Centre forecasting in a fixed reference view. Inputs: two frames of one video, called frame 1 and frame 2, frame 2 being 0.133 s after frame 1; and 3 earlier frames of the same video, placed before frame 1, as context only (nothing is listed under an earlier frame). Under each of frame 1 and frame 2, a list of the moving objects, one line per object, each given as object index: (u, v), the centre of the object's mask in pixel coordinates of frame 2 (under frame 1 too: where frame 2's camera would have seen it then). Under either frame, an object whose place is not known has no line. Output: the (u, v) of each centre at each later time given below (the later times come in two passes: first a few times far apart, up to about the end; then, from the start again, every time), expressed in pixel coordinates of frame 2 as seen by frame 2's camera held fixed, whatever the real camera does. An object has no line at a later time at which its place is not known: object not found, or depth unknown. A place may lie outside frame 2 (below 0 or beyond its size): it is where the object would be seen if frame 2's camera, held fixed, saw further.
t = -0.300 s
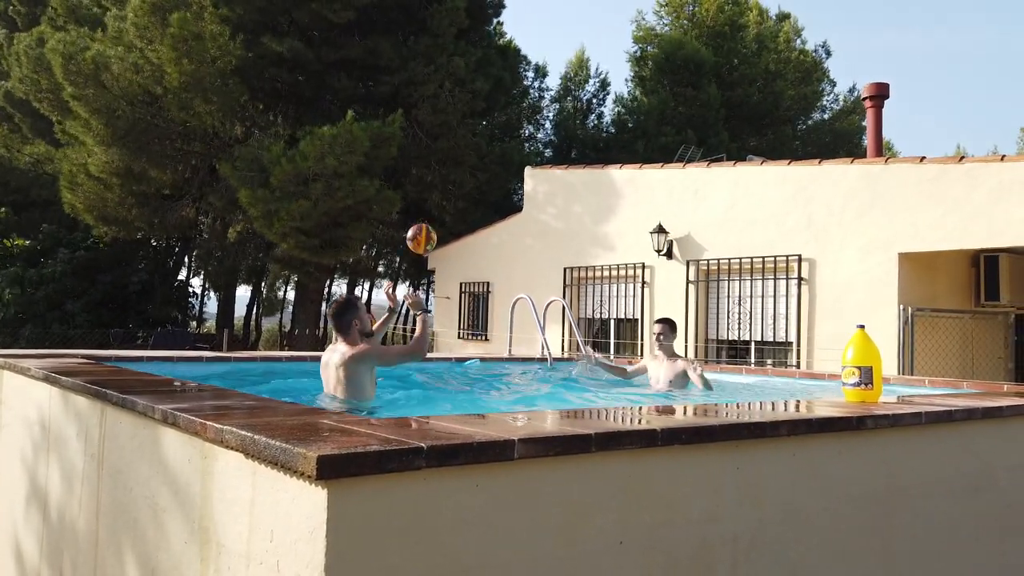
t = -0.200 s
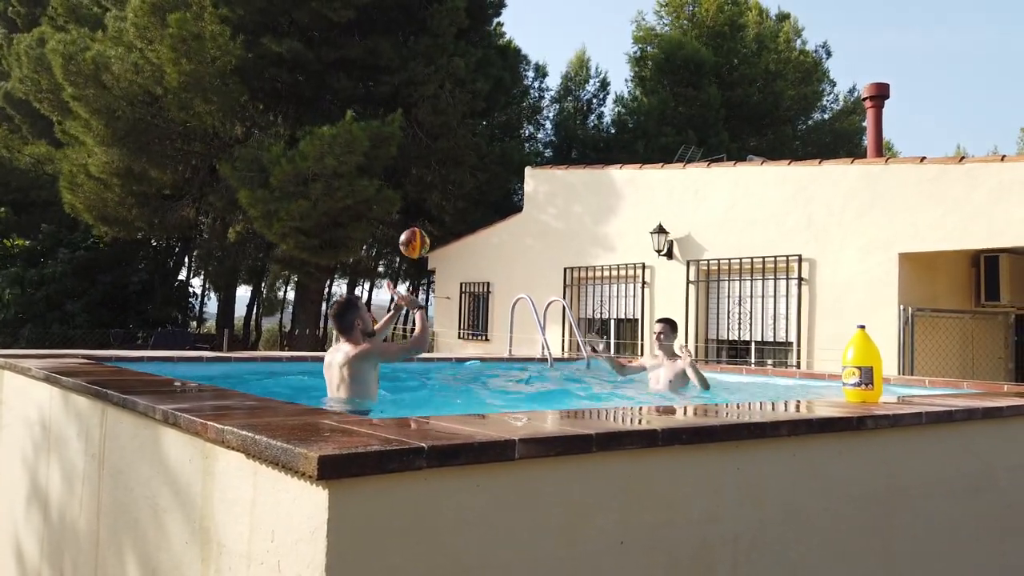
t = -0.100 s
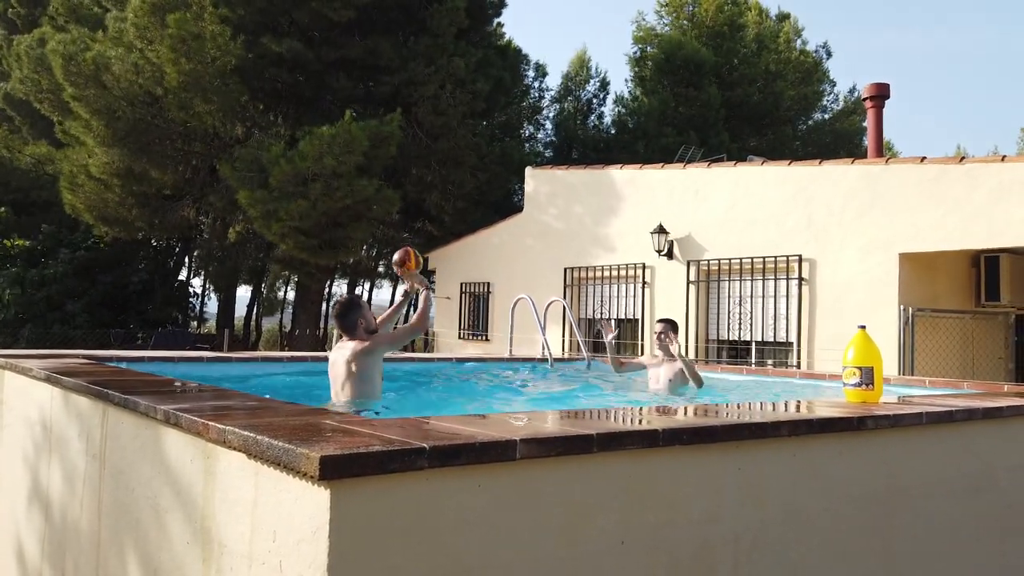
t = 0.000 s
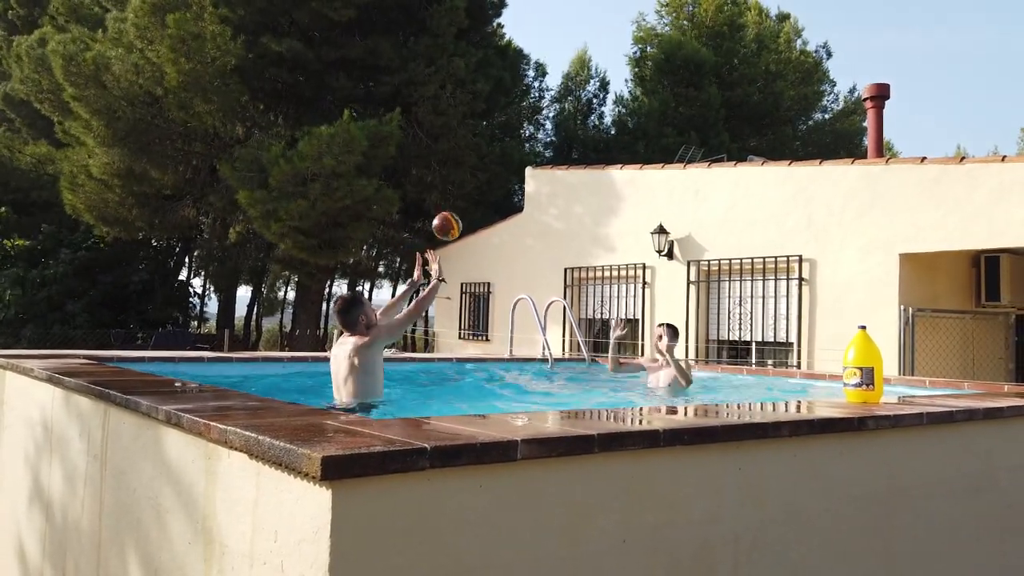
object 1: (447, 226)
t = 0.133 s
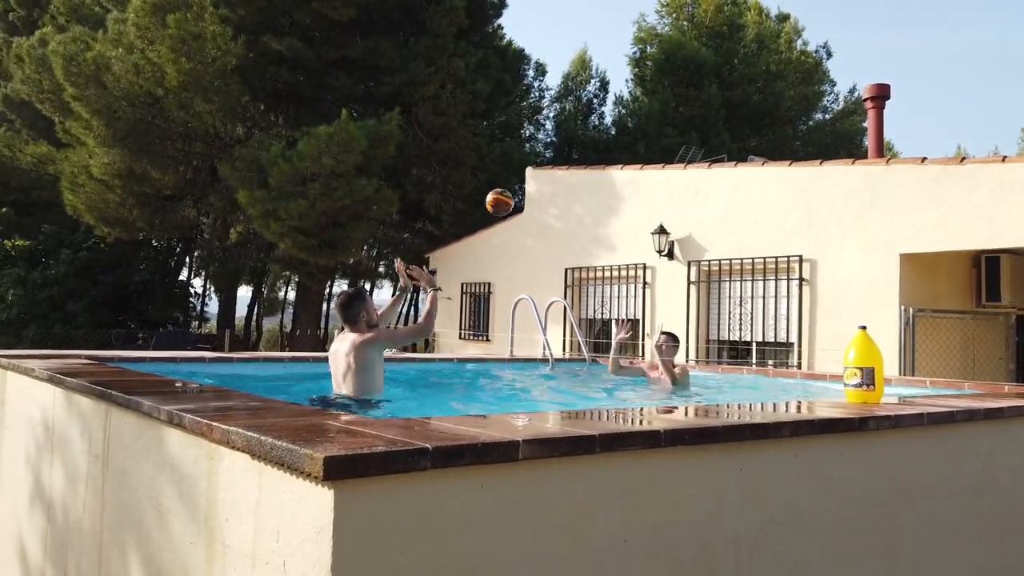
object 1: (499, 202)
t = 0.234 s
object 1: (534, 204)
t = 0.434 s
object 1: (593, 249)
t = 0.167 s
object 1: (511, 201)
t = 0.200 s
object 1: (522, 201)
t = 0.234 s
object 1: (534, 204)
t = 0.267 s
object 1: (544, 207)
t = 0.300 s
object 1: (555, 212)
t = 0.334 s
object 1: (565, 219)
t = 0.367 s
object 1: (574, 228)
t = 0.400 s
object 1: (584, 238)
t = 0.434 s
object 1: (593, 249)
